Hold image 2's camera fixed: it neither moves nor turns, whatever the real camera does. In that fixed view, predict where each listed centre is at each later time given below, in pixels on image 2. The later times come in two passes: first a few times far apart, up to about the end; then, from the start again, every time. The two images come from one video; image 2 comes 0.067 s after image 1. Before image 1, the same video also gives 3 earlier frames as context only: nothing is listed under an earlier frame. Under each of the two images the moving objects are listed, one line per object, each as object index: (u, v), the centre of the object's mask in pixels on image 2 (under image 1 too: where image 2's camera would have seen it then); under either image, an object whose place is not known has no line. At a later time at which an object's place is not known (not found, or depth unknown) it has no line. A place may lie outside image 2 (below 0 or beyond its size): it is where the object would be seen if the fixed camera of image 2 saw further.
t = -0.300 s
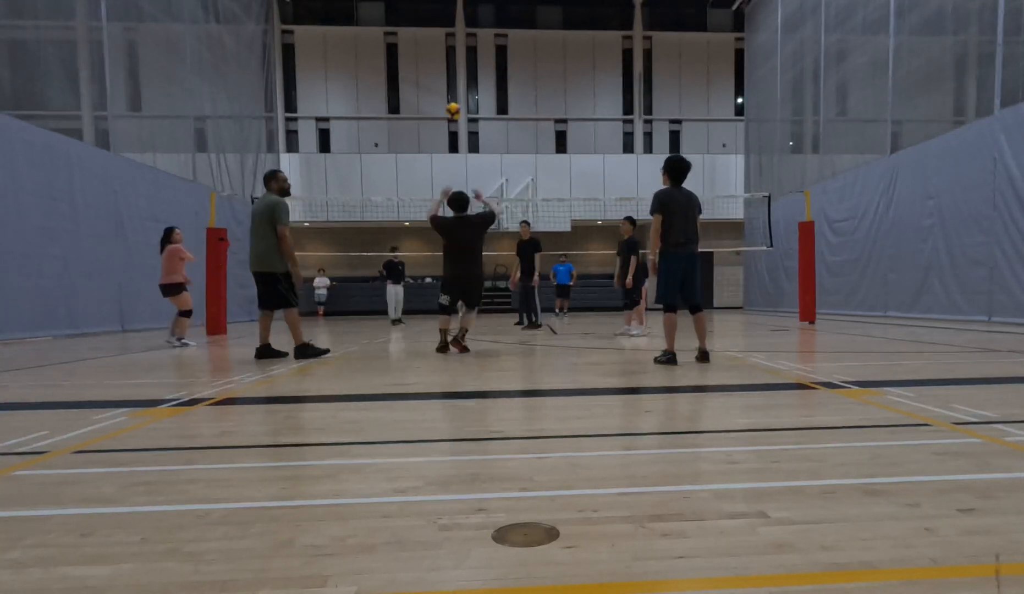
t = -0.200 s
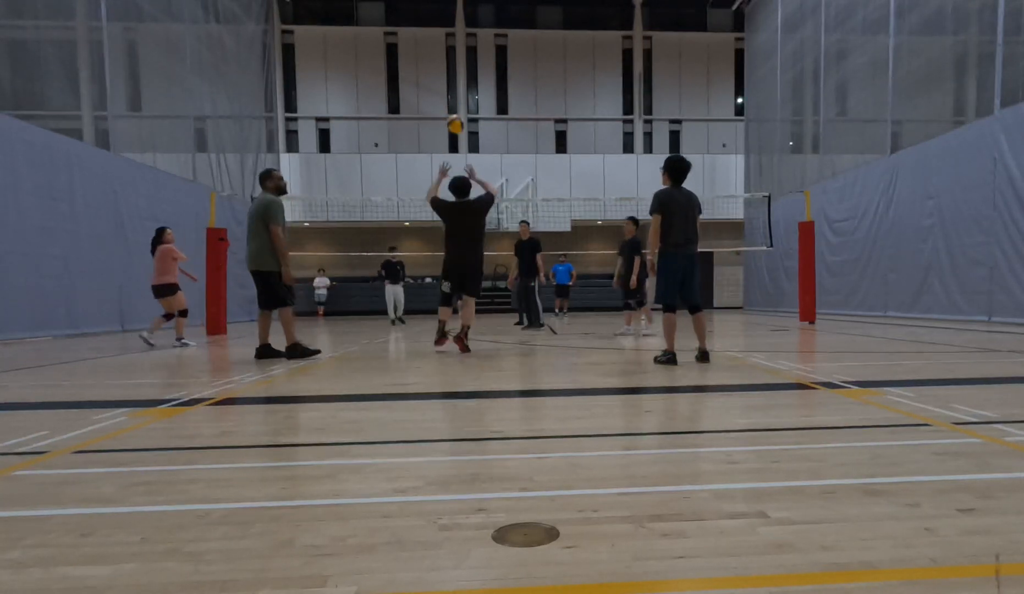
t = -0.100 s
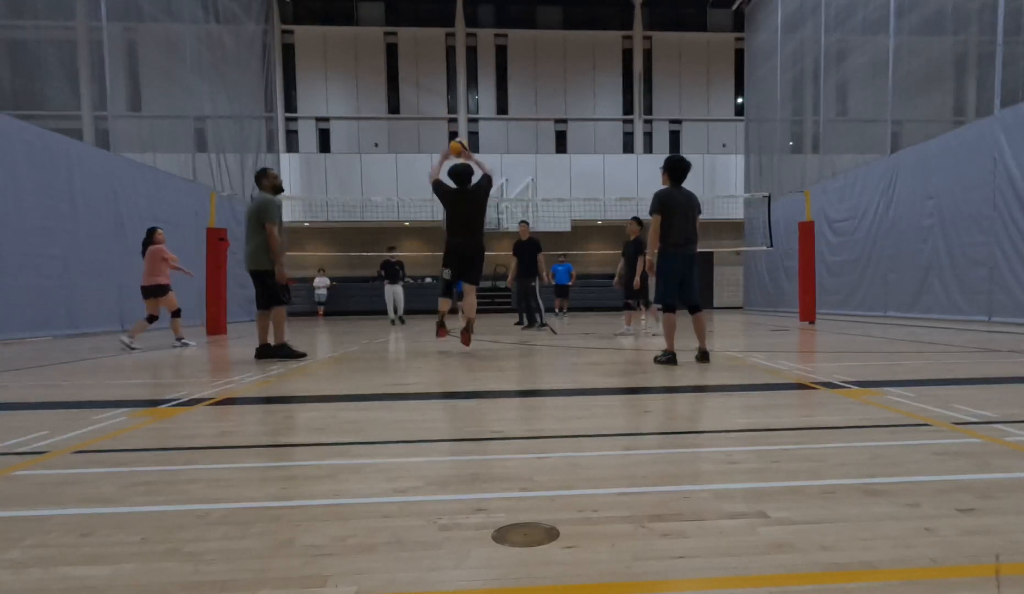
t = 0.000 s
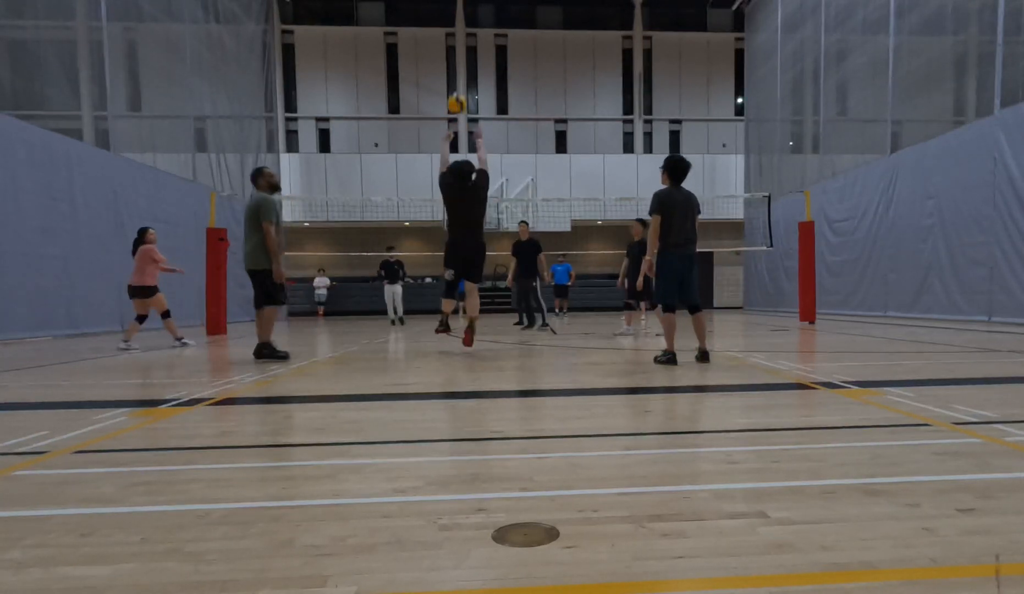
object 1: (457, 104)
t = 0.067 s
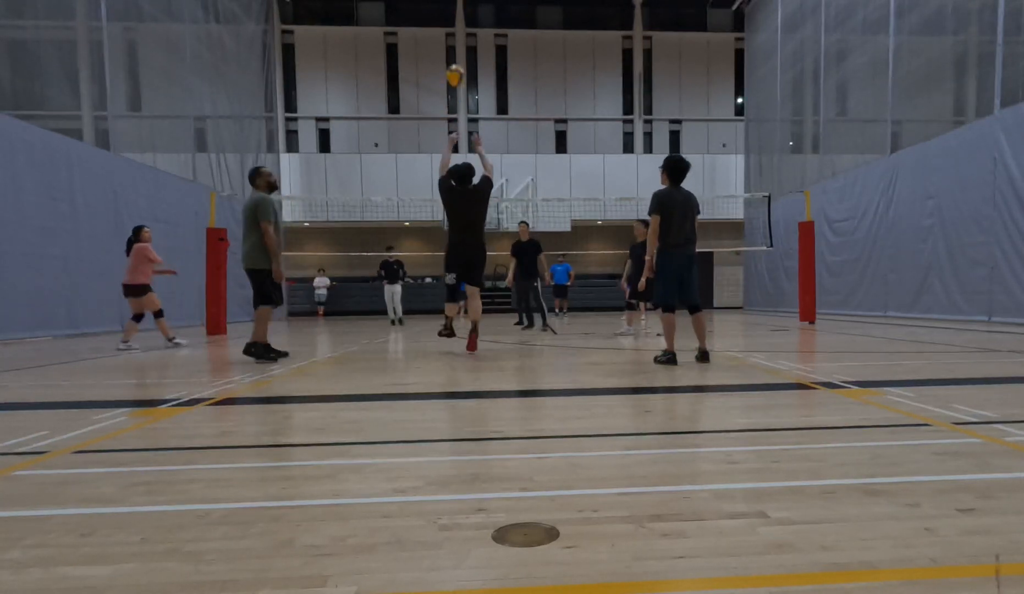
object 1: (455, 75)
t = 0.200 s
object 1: (453, 34)
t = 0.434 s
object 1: (449, 9)
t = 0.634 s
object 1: (447, 20)
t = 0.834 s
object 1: (447, 59)
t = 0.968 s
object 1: (447, 97)
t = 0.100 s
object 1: (454, 63)
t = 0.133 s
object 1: (455, 53)
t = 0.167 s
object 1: (454, 43)
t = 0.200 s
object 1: (453, 34)
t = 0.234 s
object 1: (452, 28)
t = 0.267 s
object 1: (452, 22)
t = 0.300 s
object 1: (451, 17)
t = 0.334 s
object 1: (451, 14)
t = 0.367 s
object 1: (450, 11)
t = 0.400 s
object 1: (450, 9)
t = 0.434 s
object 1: (449, 9)
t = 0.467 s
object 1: (449, 9)
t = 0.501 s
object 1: (448, 9)
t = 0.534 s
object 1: (448, 10)
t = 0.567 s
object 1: (448, 13)
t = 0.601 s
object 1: (448, 16)
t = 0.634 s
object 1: (447, 20)
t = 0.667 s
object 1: (447, 25)
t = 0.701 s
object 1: (447, 31)
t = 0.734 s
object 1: (447, 37)
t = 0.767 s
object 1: (447, 43)
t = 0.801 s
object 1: (447, 51)
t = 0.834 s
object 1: (447, 59)
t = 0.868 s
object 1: (446, 68)
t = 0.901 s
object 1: (447, 77)
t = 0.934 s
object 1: (447, 87)
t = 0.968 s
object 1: (447, 97)
